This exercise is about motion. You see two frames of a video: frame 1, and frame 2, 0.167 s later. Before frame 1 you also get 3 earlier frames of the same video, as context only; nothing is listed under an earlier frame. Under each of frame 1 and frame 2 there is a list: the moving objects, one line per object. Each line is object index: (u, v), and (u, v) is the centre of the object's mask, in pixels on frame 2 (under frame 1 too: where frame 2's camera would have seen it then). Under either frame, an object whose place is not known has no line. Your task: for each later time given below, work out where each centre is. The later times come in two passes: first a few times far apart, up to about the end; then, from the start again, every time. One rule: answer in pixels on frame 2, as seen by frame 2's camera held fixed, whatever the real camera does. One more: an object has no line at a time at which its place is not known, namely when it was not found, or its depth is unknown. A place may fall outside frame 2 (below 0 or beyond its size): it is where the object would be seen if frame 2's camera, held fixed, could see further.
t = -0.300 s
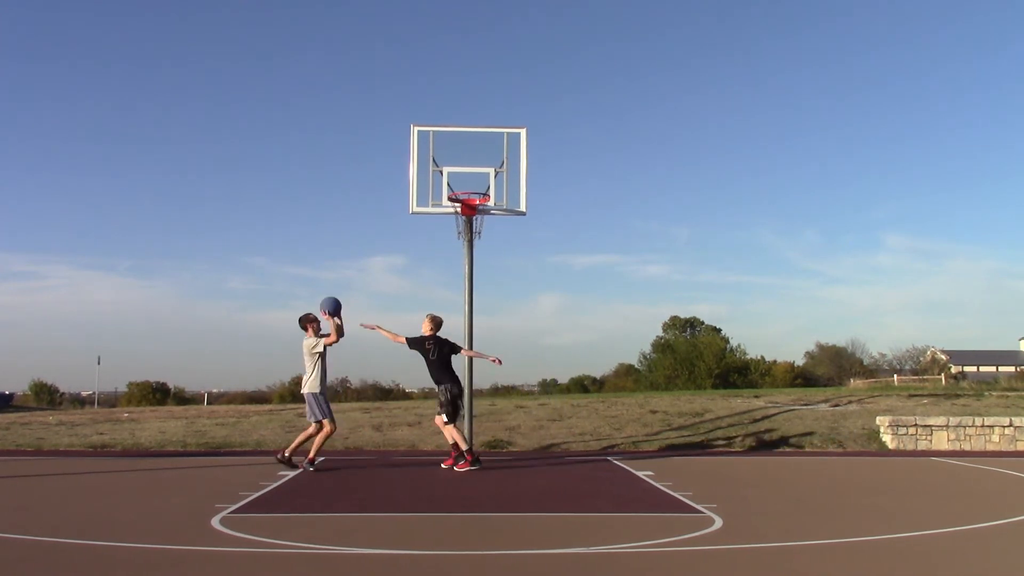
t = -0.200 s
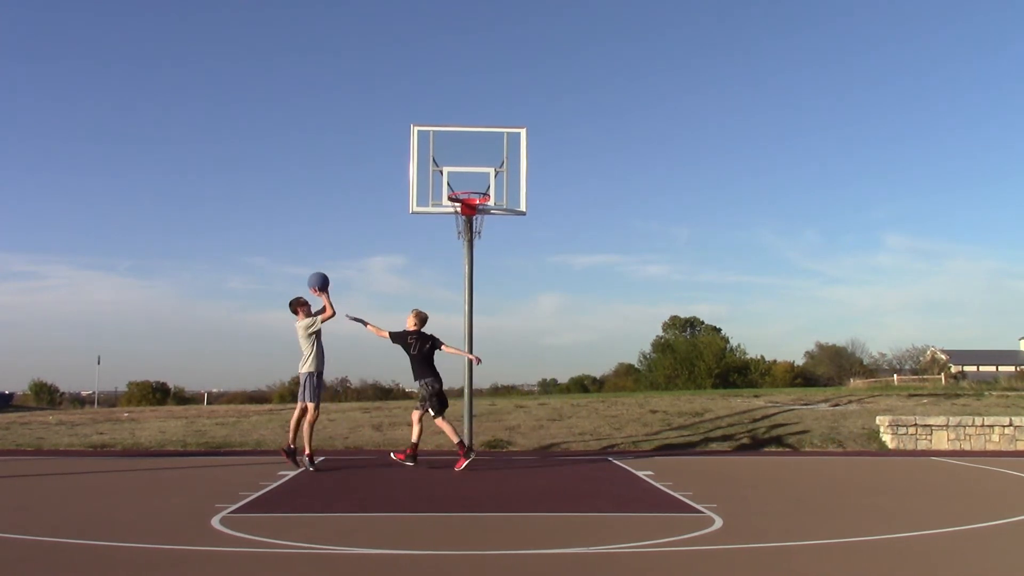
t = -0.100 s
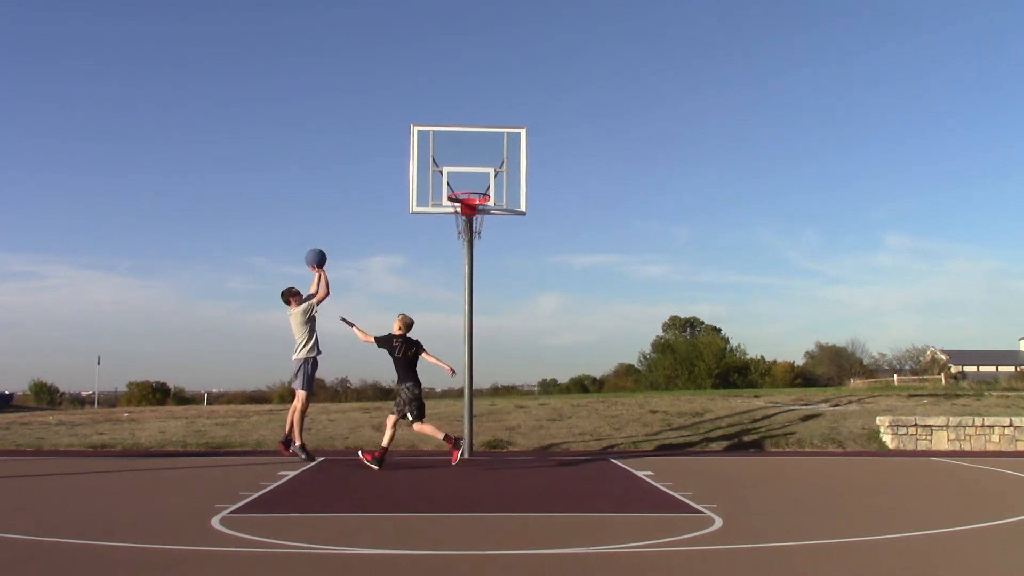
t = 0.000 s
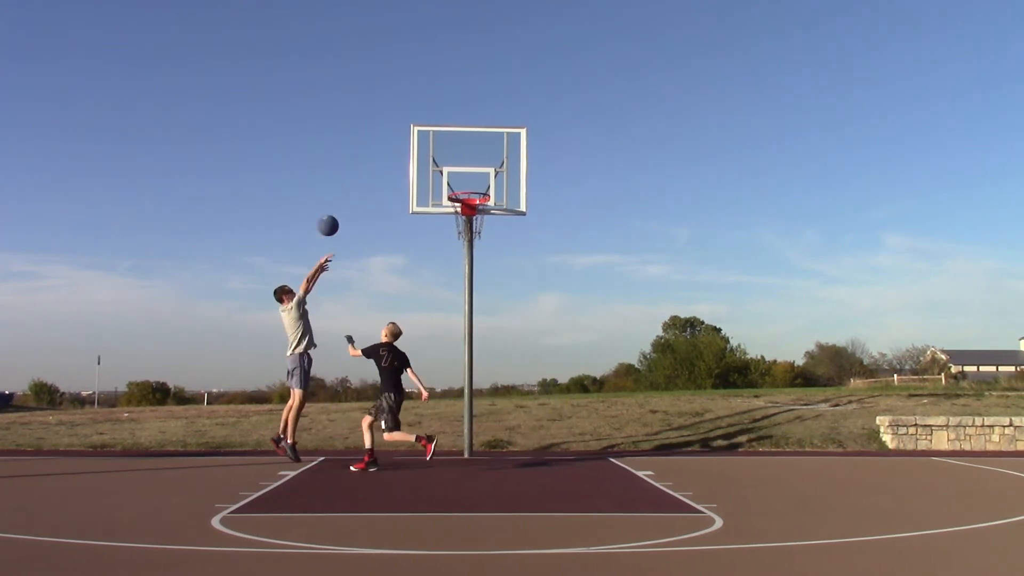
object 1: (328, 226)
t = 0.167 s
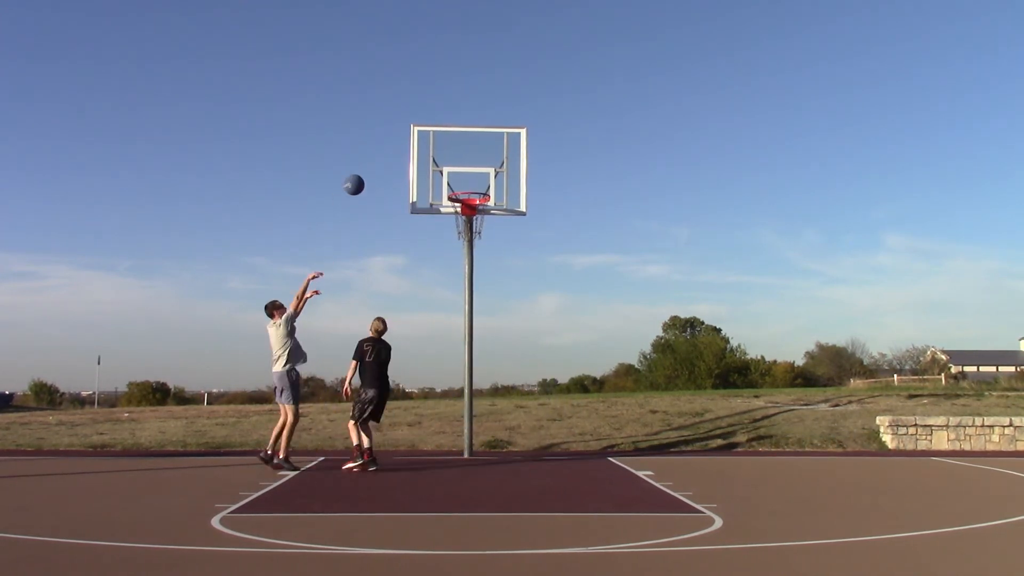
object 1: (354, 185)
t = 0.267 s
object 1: (369, 172)
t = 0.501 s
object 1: (402, 174)
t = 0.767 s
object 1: (438, 233)
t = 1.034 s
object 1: (473, 350)
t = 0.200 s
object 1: (359, 179)
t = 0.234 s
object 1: (364, 175)
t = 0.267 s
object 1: (369, 172)
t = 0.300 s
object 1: (374, 169)
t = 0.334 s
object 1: (378, 167)
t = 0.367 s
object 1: (383, 167)
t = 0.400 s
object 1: (388, 167)
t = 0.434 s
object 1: (393, 169)
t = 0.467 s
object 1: (397, 171)
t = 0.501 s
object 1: (402, 174)
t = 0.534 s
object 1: (407, 178)
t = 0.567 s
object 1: (411, 183)
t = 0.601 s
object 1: (416, 189)
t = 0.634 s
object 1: (420, 196)
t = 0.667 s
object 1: (425, 204)
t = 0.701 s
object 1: (429, 213)
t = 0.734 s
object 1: (434, 223)
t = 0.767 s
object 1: (438, 233)
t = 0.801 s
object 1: (443, 245)
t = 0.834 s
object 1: (447, 257)
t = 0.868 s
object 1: (451, 270)
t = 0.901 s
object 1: (456, 284)
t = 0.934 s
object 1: (460, 300)
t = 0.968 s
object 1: (465, 316)
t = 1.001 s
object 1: (469, 332)
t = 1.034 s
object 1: (473, 350)
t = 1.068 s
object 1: (478, 369)
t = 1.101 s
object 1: (482, 389)
